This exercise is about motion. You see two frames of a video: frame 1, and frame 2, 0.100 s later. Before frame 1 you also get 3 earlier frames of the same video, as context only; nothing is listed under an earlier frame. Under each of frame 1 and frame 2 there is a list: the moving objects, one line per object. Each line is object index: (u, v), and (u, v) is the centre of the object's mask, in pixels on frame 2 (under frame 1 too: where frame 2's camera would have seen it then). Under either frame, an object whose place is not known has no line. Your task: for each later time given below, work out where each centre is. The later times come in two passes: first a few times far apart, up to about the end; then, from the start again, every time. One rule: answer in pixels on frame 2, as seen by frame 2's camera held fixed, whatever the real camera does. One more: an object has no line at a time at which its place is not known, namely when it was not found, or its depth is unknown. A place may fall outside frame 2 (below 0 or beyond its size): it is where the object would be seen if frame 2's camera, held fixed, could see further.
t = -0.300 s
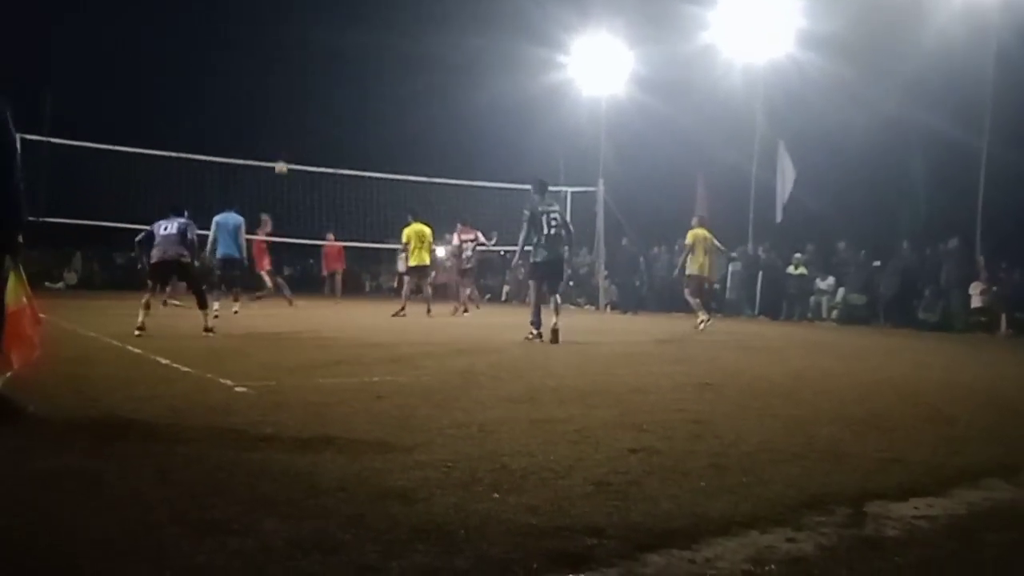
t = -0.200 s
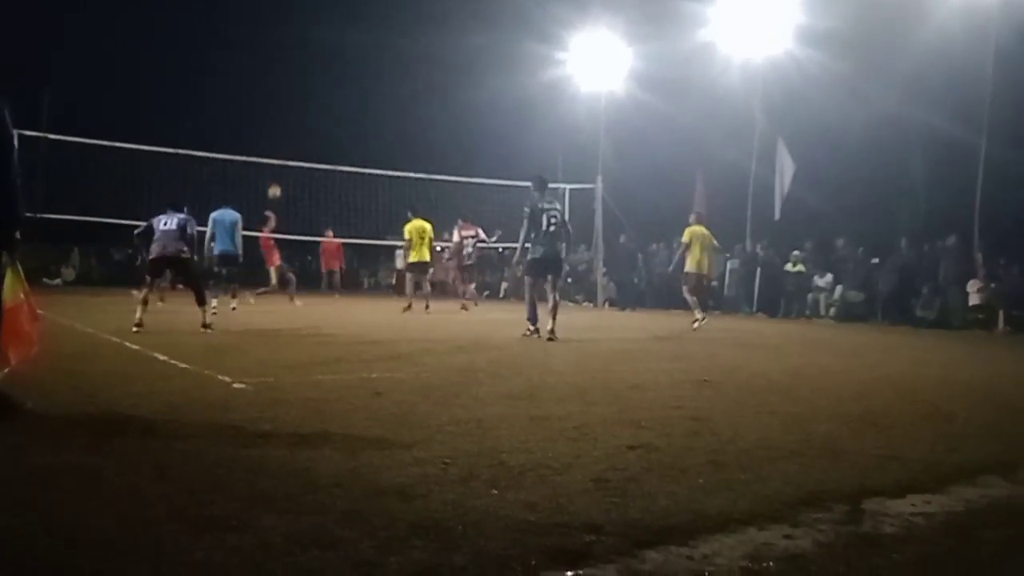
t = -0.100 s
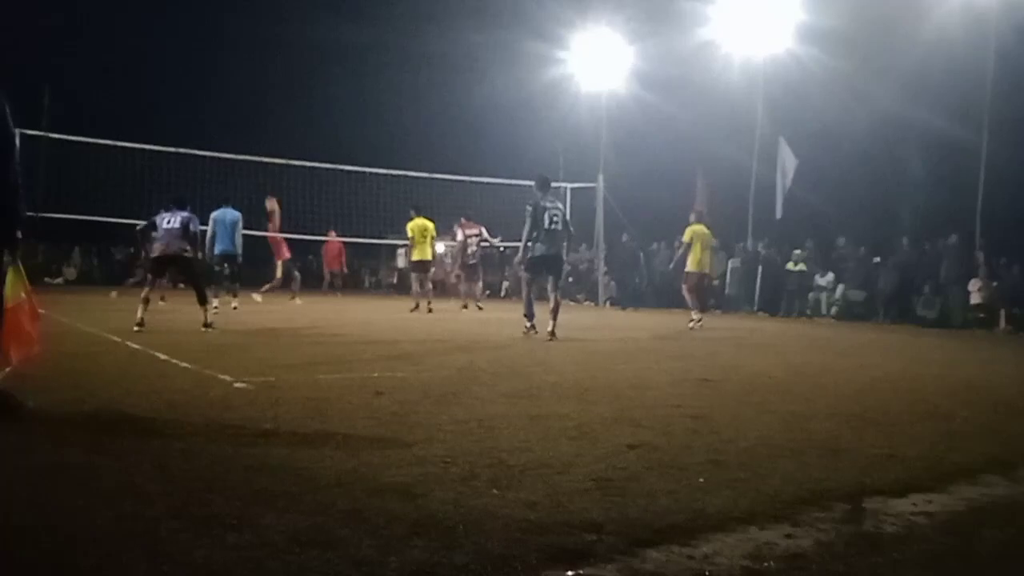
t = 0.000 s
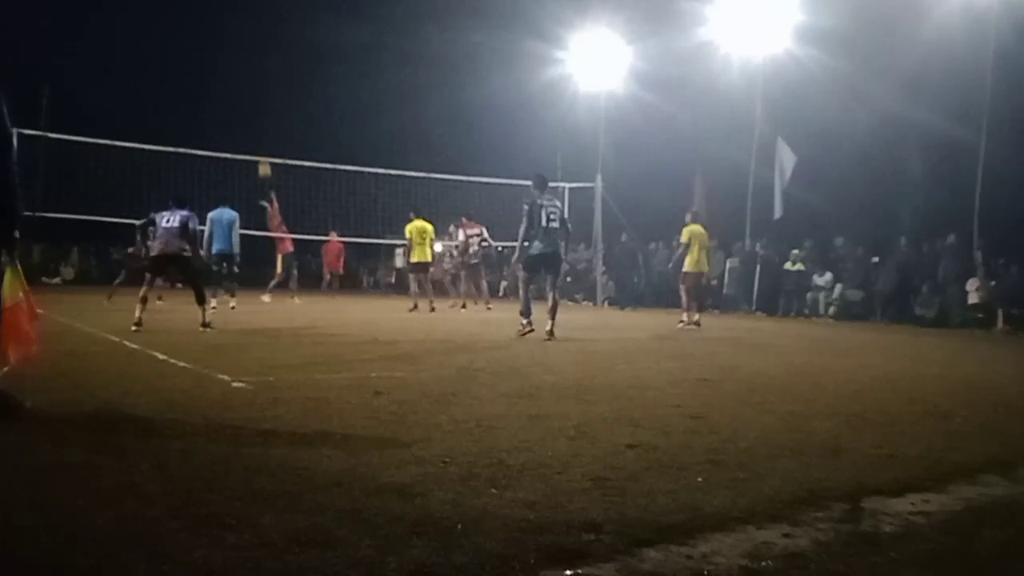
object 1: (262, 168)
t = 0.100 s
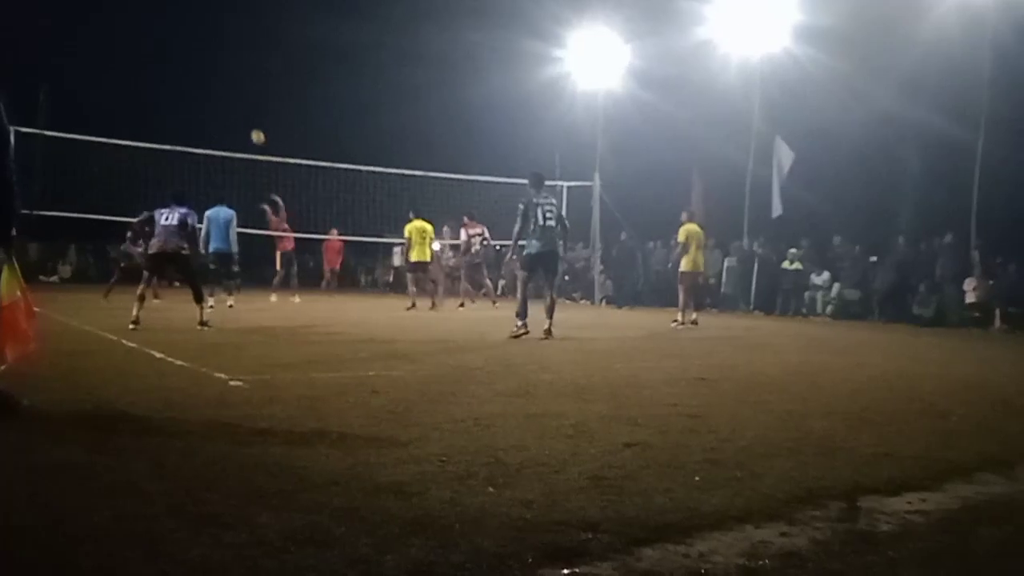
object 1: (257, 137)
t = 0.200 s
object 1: (252, 111)
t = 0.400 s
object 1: (243, 76)
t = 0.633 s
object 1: (231, 61)
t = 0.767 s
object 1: (224, 66)
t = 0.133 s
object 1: (256, 128)
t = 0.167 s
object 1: (254, 119)
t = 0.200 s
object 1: (252, 111)
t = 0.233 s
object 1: (251, 104)
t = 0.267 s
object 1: (249, 97)
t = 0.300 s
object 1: (248, 91)
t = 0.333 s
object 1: (246, 86)
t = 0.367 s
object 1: (245, 81)
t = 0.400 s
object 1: (243, 76)
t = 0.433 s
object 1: (242, 73)
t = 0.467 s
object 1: (240, 69)
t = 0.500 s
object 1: (238, 66)
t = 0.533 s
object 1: (237, 64)
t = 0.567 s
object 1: (235, 63)
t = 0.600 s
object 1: (233, 62)
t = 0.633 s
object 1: (231, 61)
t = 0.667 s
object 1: (230, 62)
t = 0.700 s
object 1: (228, 63)
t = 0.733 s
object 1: (226, 64)
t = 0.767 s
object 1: (224, 66)
